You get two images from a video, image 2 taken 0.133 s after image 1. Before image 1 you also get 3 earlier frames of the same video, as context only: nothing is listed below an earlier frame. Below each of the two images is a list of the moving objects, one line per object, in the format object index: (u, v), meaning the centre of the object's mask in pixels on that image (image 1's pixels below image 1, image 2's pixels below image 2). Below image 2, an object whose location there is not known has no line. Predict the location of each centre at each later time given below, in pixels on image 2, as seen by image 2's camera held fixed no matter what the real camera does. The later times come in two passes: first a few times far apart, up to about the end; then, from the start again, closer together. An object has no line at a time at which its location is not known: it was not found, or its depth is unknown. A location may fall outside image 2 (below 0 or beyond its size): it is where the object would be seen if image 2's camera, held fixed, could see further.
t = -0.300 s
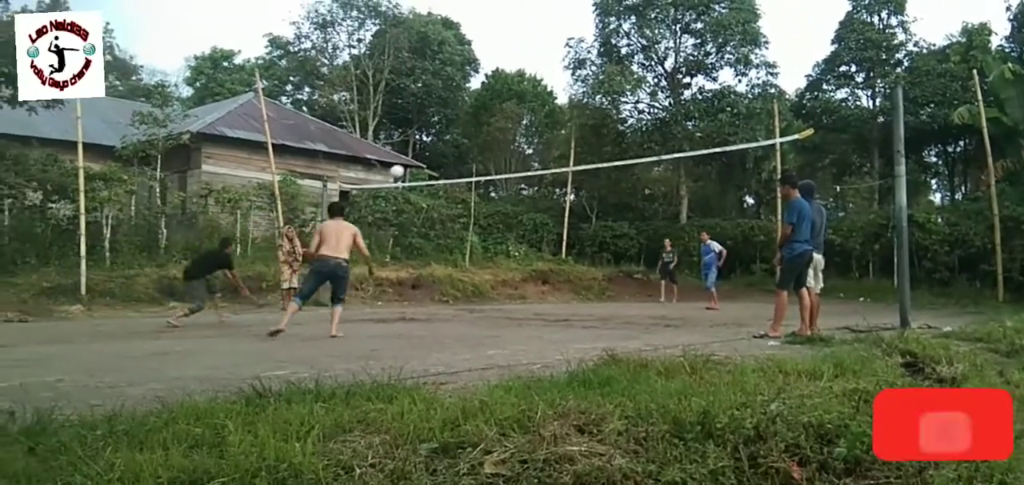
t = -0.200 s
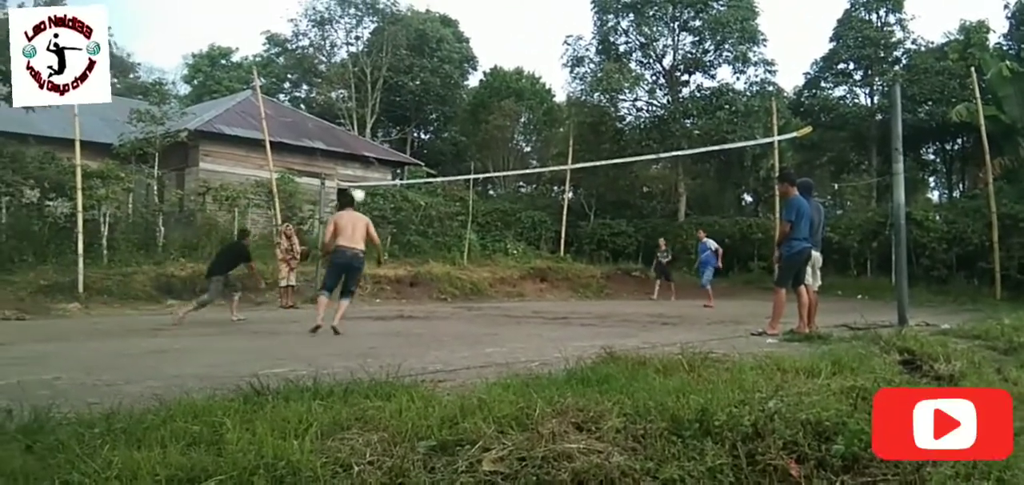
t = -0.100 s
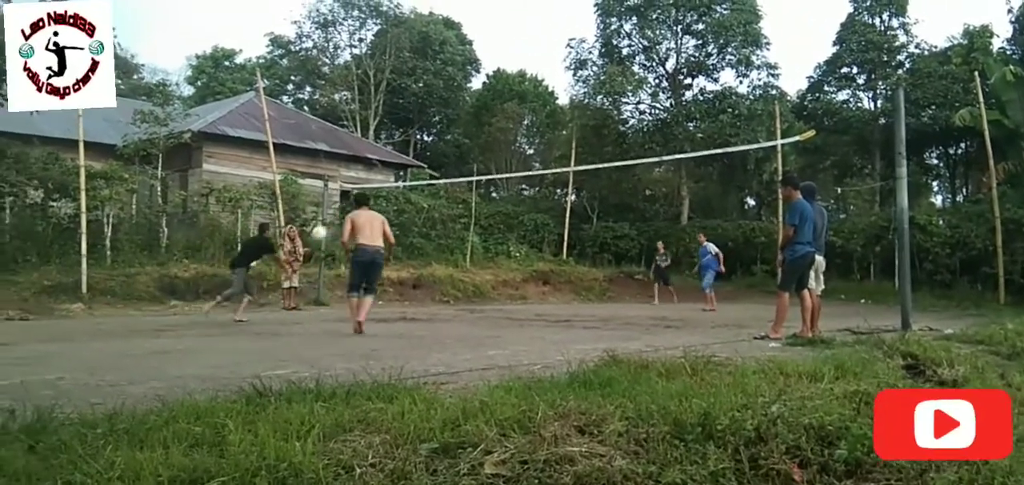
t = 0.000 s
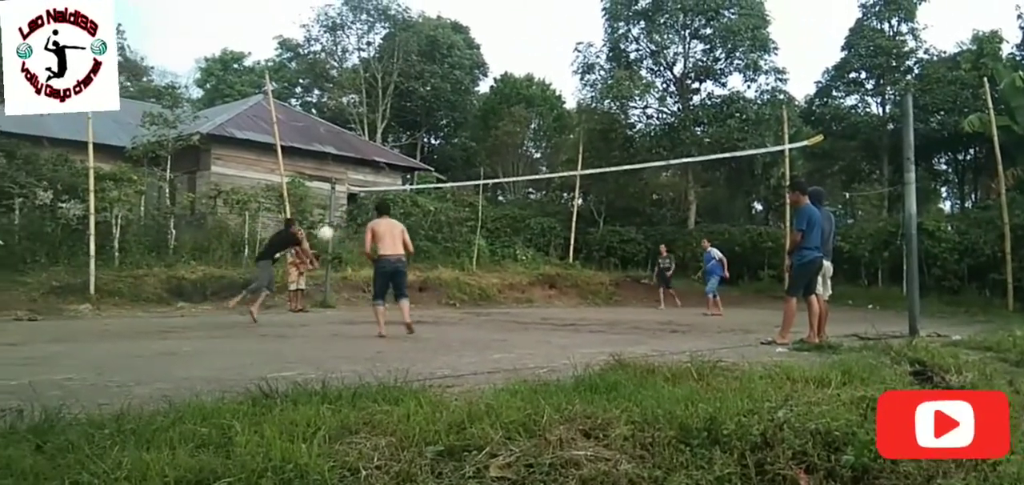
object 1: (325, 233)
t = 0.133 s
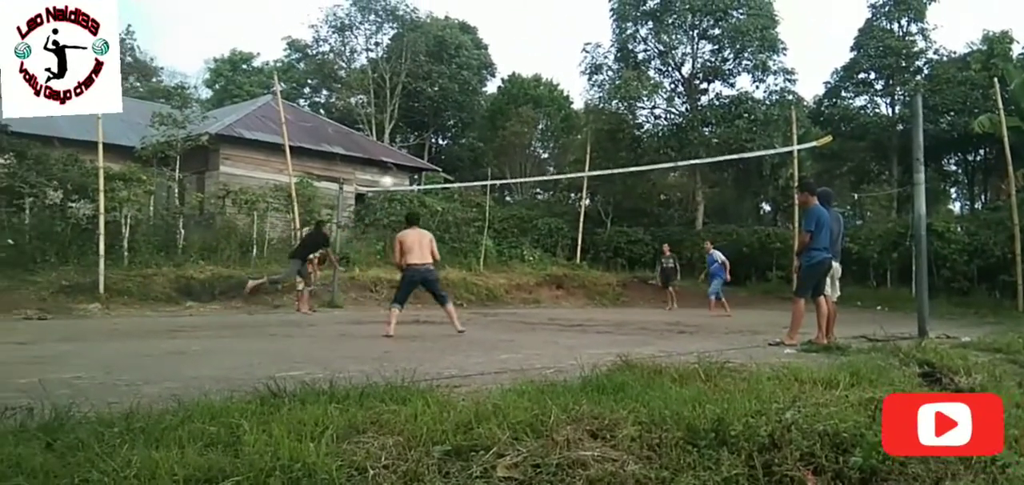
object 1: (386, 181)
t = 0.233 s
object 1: (421, 154)
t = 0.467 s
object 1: (491, 114)
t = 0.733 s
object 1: (561, 106)
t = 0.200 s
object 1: (409, 163)
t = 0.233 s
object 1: (421, 154)
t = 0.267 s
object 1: (432, 146)
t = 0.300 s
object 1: (442, 139)
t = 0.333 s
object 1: (452, 133)
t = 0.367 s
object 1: (462, 127)
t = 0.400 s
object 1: (472, 122)
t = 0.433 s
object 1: (482, 117)
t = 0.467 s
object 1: (491, 114)
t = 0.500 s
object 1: (501, 111)
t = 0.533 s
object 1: (510, 108)
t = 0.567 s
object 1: (518, 106)
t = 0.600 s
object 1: (527, 105)
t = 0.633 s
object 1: (536, 105)
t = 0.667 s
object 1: (544, 105)
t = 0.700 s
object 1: (552, 105)
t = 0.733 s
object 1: (561, 106)
